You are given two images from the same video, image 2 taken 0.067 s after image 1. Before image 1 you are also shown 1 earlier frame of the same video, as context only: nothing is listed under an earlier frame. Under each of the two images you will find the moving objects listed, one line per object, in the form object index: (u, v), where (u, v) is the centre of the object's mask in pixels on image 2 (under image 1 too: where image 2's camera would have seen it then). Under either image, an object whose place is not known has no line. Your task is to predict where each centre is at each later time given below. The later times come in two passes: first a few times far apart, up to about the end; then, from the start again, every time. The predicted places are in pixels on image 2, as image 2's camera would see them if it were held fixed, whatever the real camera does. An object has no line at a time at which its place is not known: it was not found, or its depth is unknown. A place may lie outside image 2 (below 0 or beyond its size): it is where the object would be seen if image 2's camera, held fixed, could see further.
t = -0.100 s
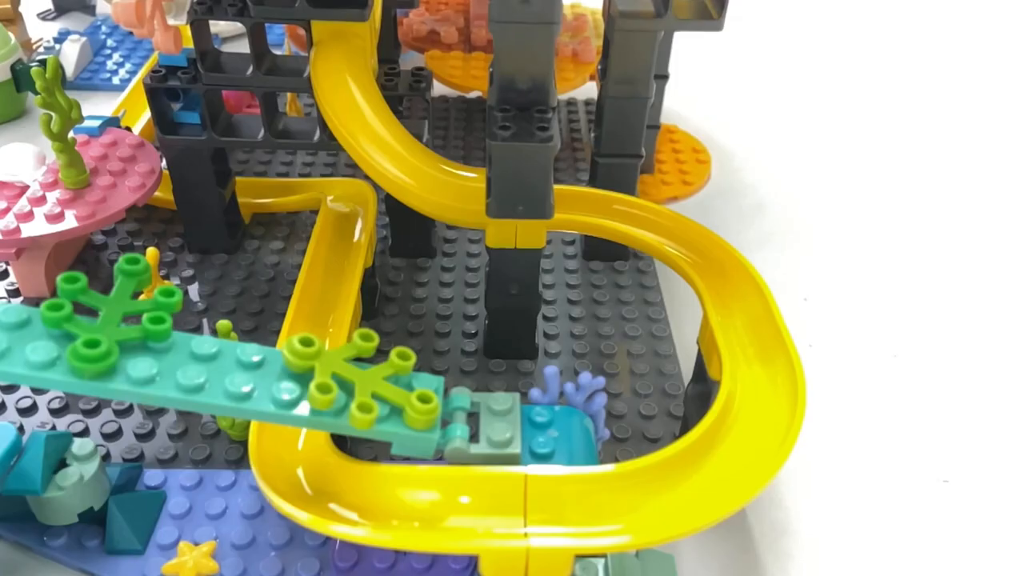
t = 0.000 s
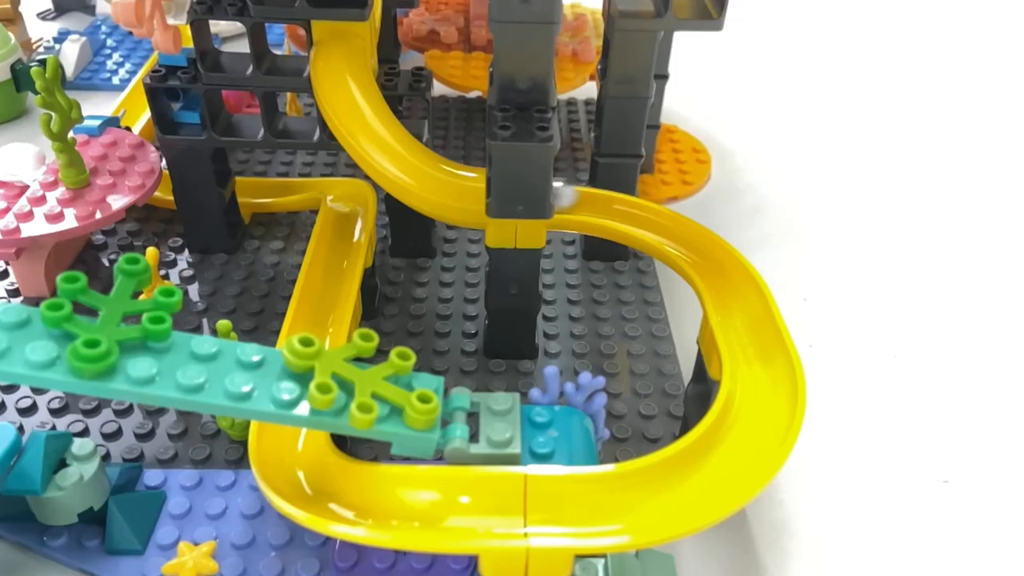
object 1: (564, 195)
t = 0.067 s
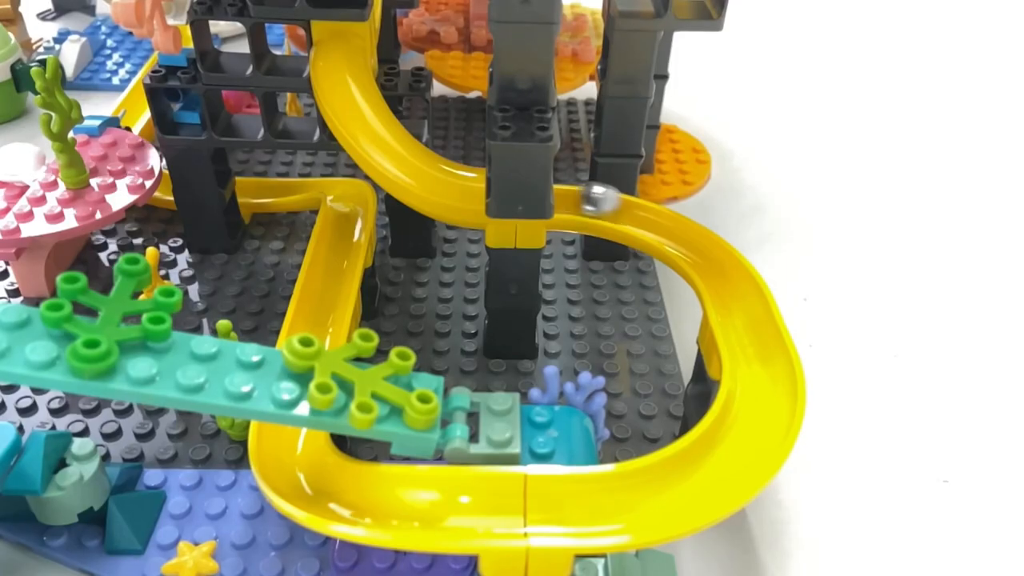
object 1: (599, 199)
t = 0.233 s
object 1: (686, 234)
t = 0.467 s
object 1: (745, 315)
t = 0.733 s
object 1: (757, 420)
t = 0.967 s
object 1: (675, 489)
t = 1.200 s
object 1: (551, 504)
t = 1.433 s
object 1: (433, 503)
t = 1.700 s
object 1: (320, 482)
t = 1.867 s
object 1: (287, 445)
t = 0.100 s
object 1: (619, 205)
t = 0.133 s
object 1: (638, 211)
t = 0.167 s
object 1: (656, 218)
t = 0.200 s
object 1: (671, 225)
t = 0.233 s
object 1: (686, 234)
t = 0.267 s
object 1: (699, 246)
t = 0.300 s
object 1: (711, 256)
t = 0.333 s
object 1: (721, 268)
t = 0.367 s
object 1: (730, 278)
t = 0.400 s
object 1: (736, 290)
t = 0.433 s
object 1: (741, 303)
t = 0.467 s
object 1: (745, 315)
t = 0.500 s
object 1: (749, 327)
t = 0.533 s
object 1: (754, 340)
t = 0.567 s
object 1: (760, 353)
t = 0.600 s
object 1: (764, 366)
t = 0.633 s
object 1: (765, 380)
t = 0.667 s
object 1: (763, 394)
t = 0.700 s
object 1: (760, 407)
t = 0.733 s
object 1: (757, 420)
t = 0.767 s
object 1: (751, 432)
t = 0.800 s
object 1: (742, 443)
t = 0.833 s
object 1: (730, 454)
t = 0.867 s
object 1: (719, 464)
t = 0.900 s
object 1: (706, 474)
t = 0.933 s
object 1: (691, 482)
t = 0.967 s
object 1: (675, 489)
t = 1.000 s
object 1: (659, 492)
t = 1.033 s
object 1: (642, 498)
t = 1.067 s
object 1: (624, 502)
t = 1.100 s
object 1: (607, 503)
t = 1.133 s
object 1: (589, 505)
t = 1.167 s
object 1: (570, 504)
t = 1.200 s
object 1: (551, 504)
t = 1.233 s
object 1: (535, 504)
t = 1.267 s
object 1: (517, 504)
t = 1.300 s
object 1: (500, 504)
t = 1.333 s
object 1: (483, 504)
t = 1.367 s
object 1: (466, 504)
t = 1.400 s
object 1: (450, 504)
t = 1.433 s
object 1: (433, 503)
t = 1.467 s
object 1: (419, 502)
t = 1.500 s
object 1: (402, 501)
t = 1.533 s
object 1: (387, 499)
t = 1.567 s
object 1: (372, 497)
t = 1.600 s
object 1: (358, 494)
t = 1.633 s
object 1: (344, 491)
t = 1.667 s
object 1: (331, 487)
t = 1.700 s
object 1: (320, 482)
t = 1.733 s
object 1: (309, 477)
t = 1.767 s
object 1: (301, 470)
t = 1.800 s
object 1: (294, 461)
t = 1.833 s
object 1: (290, 452)
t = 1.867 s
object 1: (287, 445)
